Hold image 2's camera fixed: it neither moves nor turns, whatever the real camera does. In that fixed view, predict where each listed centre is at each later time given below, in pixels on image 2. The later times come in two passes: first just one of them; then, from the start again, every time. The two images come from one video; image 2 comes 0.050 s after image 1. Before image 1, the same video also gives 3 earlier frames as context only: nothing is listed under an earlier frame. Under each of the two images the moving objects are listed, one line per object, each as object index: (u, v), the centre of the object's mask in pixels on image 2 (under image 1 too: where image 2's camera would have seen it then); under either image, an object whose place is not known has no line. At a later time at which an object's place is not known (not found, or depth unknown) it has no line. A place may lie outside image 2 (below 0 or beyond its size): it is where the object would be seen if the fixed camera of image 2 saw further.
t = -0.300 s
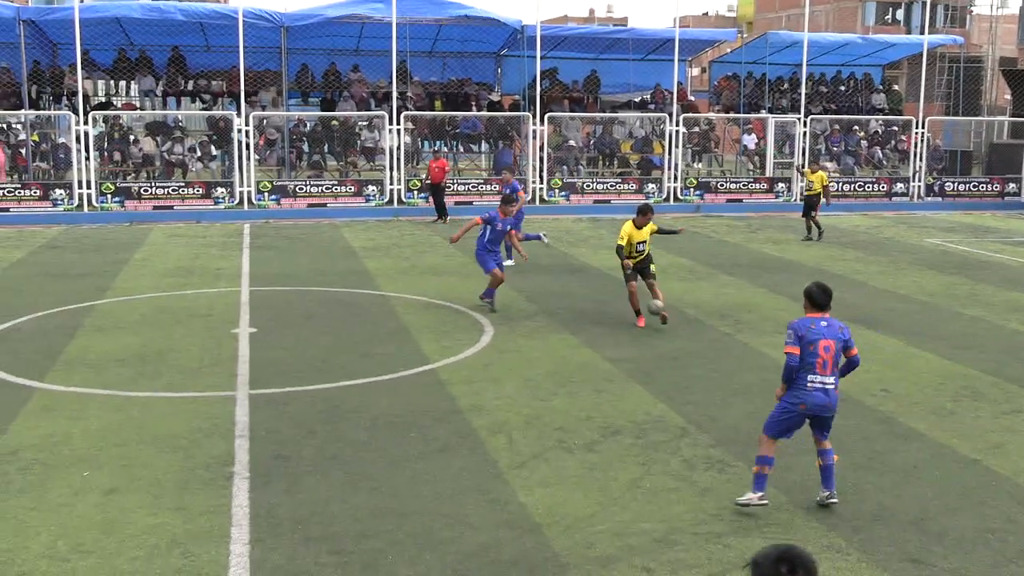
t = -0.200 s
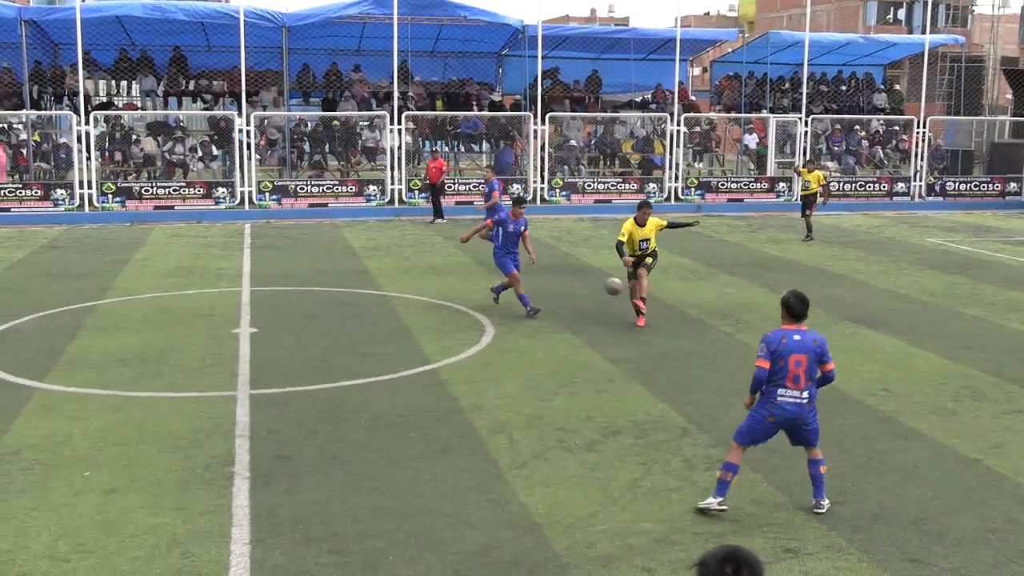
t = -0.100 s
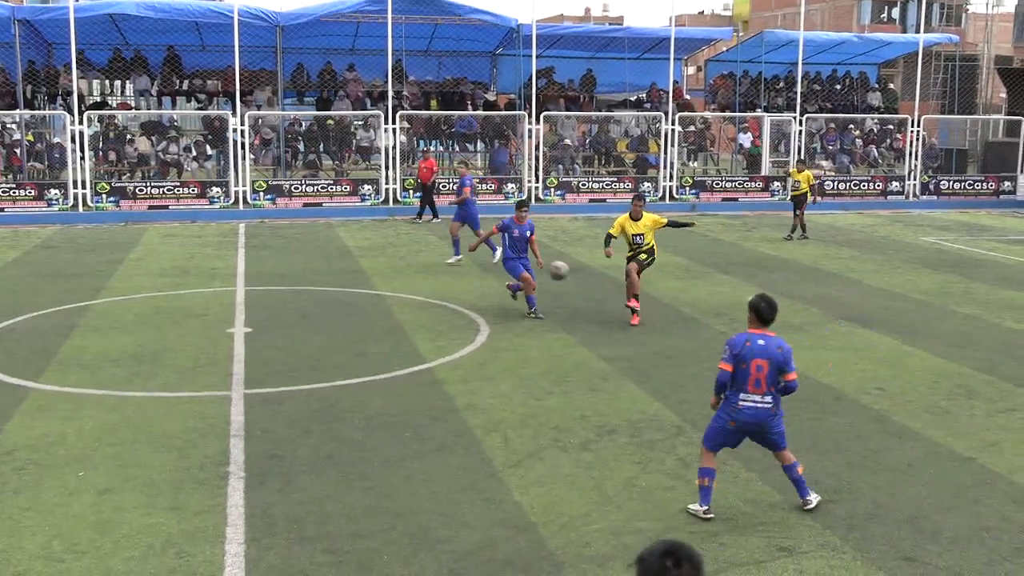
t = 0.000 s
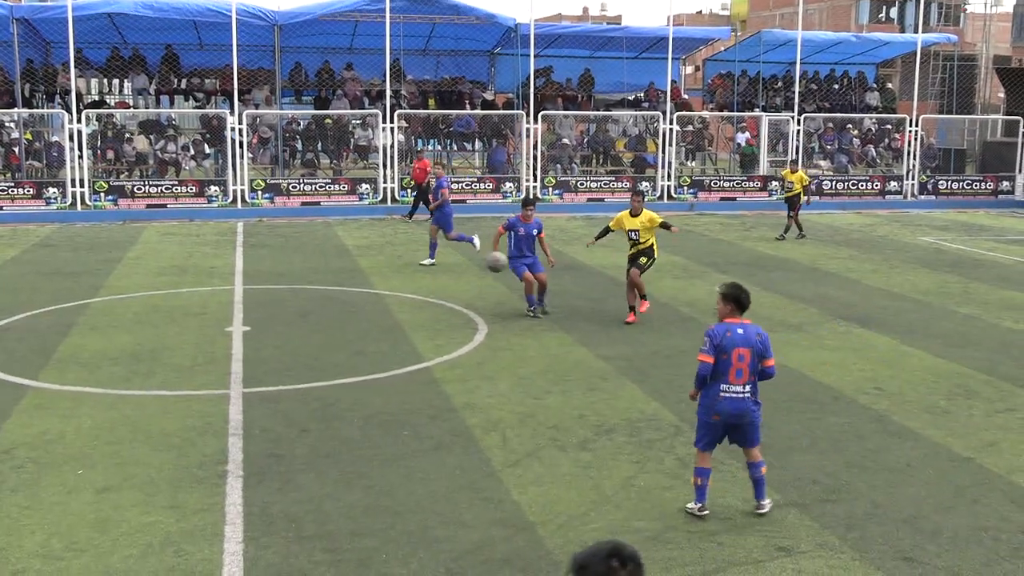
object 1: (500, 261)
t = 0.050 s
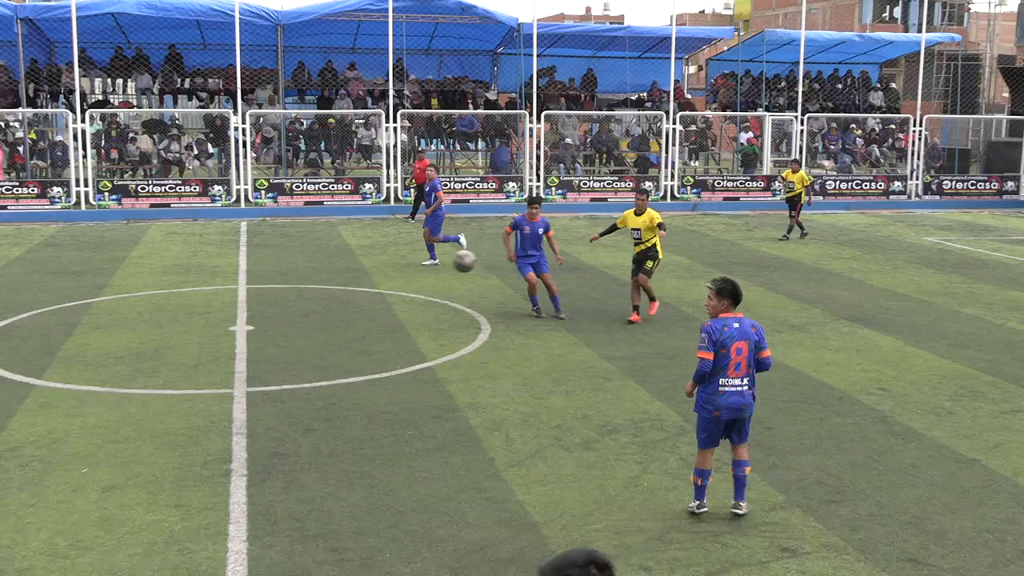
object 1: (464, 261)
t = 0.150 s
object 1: (386, 269)
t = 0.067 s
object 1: (452, 261)
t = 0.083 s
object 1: (439, 262)
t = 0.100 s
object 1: (427, 264)
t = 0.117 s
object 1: (413, 265)
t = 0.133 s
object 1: (400, 267)
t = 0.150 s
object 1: (386, 269)
